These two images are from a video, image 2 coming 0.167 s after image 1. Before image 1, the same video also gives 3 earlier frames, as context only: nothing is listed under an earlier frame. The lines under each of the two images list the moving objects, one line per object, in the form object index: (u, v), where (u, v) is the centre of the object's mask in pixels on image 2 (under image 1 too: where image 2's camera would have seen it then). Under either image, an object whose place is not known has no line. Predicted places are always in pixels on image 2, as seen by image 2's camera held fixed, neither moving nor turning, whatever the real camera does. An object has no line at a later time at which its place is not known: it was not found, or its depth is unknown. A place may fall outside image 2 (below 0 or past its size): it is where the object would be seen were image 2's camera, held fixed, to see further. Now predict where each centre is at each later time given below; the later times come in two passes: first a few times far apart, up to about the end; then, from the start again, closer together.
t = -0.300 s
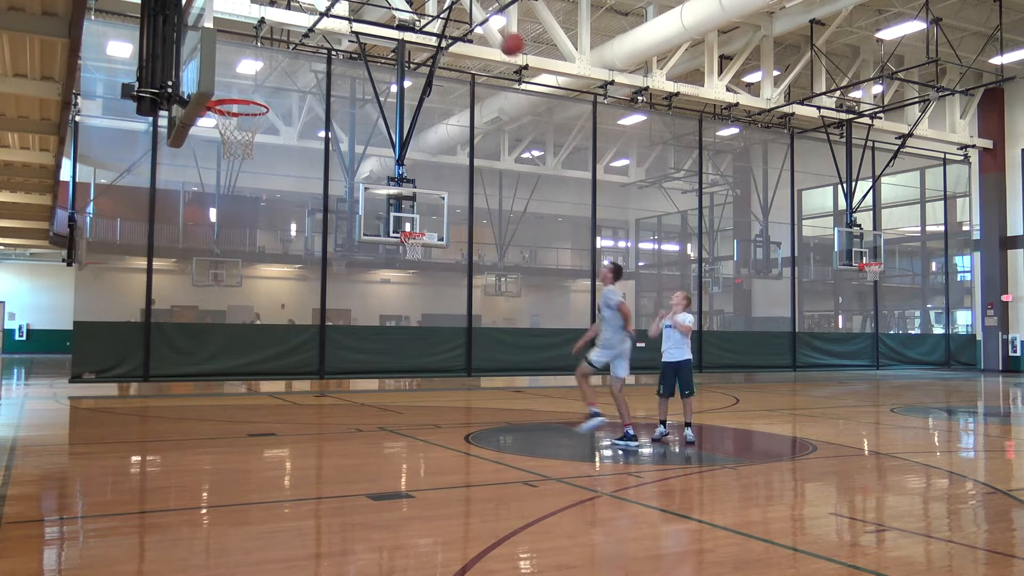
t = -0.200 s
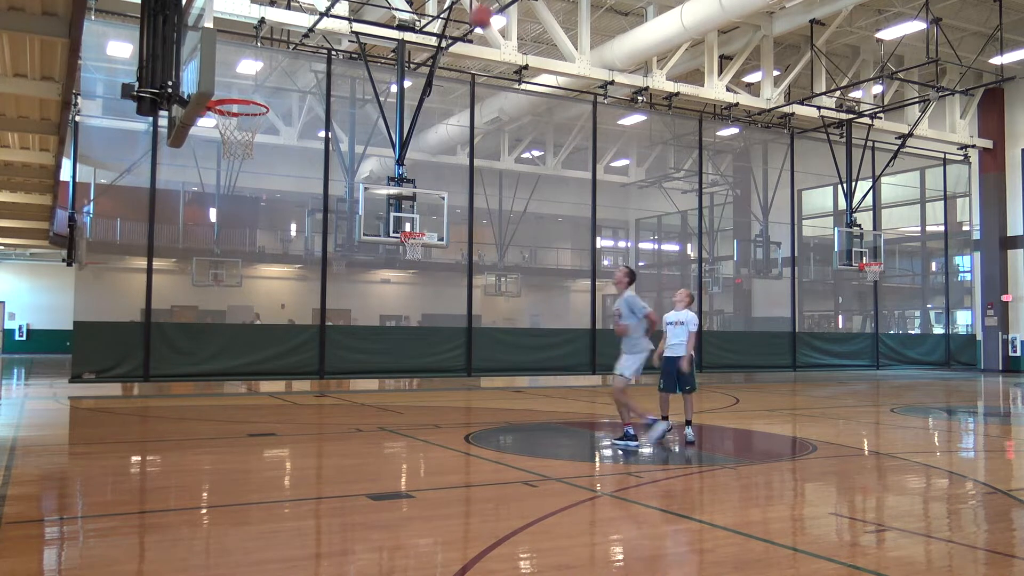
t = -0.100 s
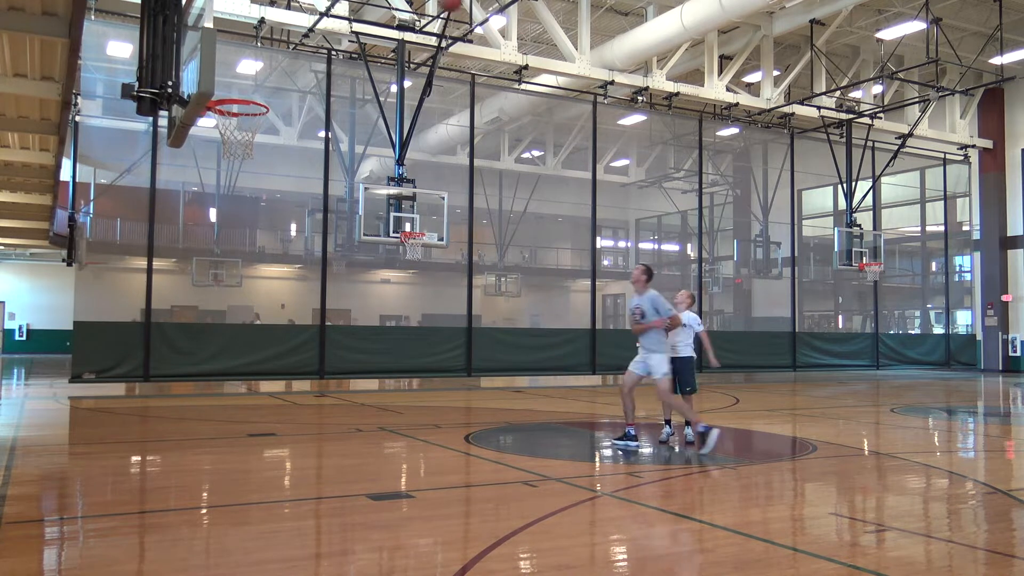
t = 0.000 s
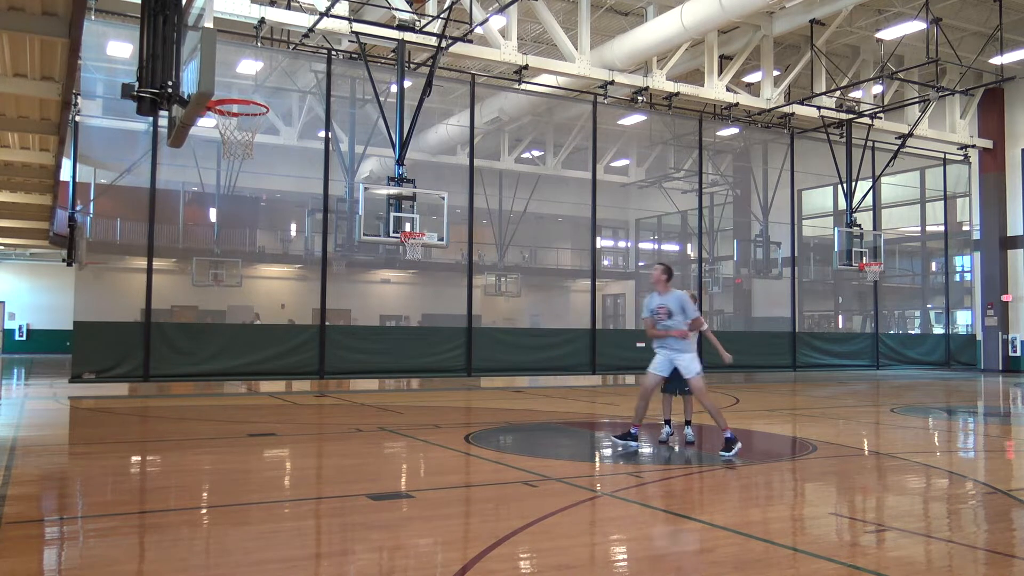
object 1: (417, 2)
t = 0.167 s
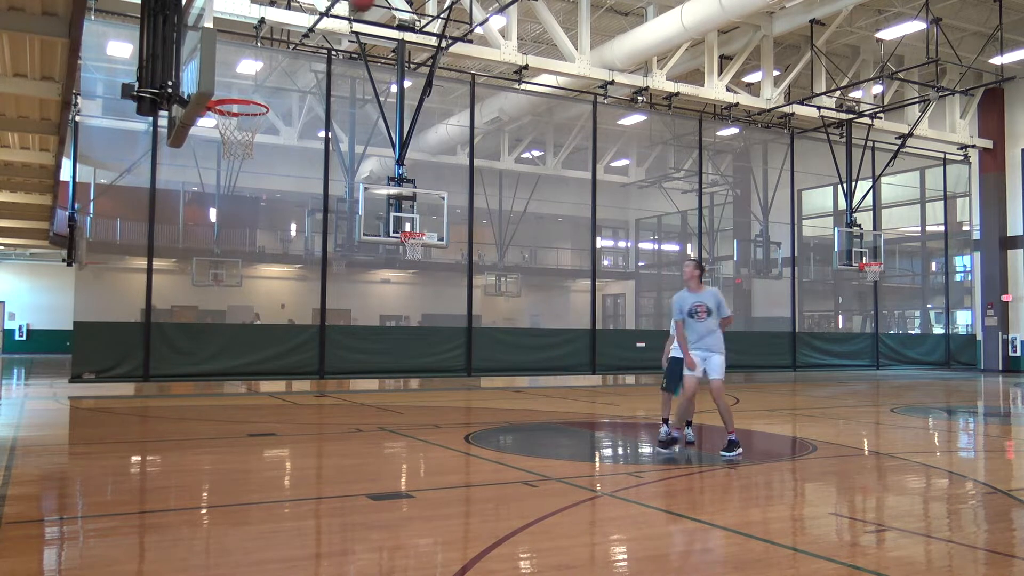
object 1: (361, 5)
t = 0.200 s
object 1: (350, 7)
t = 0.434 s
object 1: (262, 78)
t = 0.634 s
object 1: (248, 118)
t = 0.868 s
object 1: (249, 142)
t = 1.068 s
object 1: (228, 191)
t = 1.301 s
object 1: (202, 313)
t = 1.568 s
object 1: (170, 414)
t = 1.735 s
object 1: (153, 336)
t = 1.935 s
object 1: (128, 288)
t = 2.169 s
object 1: (98, 294)
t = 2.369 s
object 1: (70, 357)
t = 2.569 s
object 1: (40, 465)
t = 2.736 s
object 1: (24, 398)
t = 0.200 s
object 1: (350, 7)
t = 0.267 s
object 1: (326, 18)
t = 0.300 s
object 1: (312, 28)
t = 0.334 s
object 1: (301, 38)
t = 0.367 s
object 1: (287, 49)
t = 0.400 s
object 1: (275, 63)
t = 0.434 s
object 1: (262, 78)
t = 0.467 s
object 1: (249, 91)
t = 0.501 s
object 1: (239, 100)
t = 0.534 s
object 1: (229, 105)
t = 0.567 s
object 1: (228, 109)
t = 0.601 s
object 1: (238, 115)
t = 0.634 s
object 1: (248, 118)
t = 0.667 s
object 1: (252, 122)
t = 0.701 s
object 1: (254, 126)
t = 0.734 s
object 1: (256, 131)
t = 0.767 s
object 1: (256, 134)
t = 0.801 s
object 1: (254, 137)
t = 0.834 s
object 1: (252, 139)
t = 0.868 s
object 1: (249, 142)
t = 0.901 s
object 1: (246, 147)
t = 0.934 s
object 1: (243, 154)
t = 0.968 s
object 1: (239, 160)
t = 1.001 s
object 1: (236, 169)
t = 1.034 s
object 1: (232, 180)
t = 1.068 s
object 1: (228, 191)
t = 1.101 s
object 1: (225, 204)
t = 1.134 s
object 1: (221, 218)
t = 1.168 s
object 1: (218, 234)
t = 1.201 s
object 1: (214, 252)
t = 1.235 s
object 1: (210, 271)
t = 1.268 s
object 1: (206, 290)
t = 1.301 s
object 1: (202, 313)
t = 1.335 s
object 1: (198, 338)
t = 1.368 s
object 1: (194, 361)
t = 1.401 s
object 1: (190, 388)
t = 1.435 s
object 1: (186, 417)
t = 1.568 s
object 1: (170, 414)
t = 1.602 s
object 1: (167, 395)
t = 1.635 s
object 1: (163, 378)
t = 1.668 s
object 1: (160, 363)
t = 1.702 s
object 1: (156, 349)
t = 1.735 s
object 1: (153, 336)
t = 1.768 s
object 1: (149, 325)
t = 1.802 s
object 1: (145, 315)
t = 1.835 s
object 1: (141, 306)
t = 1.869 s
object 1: (136, 298)
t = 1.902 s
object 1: (133, 292)
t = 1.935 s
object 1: (128, 288)
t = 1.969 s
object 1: (124, 284)
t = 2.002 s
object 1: (120, 283)
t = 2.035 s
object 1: (116, 282)
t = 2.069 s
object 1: (111, 283)
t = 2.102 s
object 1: (107, 285)
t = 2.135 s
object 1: (103, 289)
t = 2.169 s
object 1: (98, 294)
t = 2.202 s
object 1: (94, 301)
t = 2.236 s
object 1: (89, 309)
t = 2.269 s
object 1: (85, 319)
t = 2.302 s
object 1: (80, 331)
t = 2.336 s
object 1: (75, 343)
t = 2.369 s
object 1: (70, 357)
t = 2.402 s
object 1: (65, 373)
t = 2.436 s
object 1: (60, 390)
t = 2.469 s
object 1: (54, 409)
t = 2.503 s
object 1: (50, 430)
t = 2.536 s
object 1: (45, 452)
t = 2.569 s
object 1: (40, 465)
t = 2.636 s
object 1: (34, 434)
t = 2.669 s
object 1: (31, 420)
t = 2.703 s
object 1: (27, 408)
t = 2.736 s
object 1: (24, 398)
